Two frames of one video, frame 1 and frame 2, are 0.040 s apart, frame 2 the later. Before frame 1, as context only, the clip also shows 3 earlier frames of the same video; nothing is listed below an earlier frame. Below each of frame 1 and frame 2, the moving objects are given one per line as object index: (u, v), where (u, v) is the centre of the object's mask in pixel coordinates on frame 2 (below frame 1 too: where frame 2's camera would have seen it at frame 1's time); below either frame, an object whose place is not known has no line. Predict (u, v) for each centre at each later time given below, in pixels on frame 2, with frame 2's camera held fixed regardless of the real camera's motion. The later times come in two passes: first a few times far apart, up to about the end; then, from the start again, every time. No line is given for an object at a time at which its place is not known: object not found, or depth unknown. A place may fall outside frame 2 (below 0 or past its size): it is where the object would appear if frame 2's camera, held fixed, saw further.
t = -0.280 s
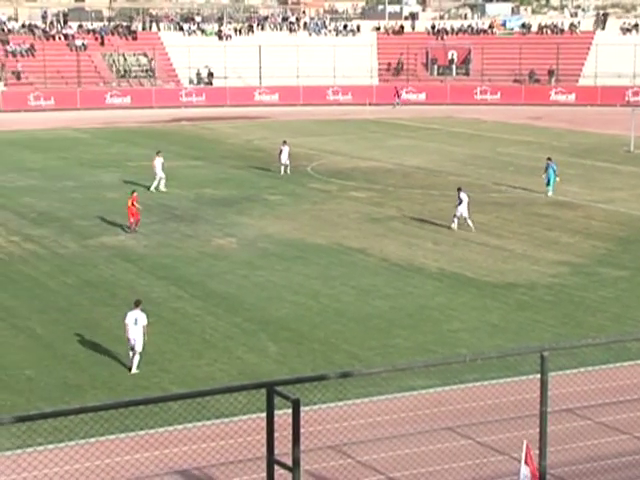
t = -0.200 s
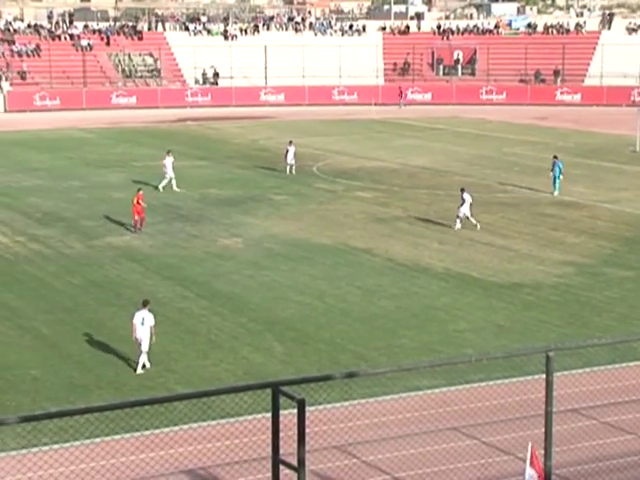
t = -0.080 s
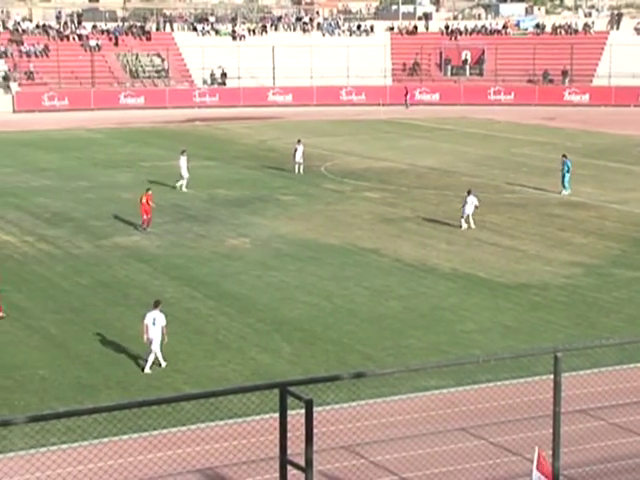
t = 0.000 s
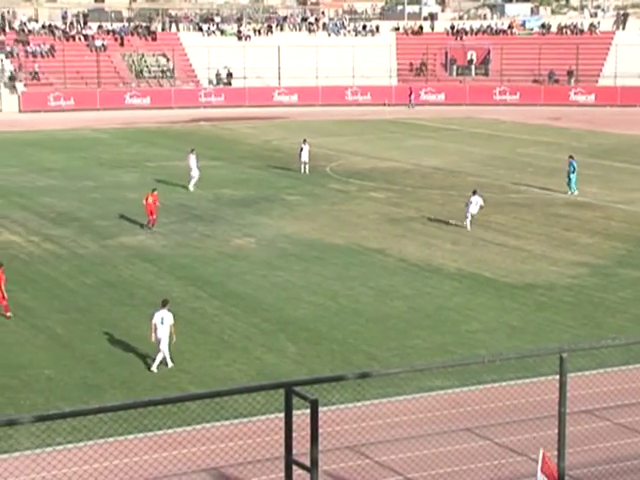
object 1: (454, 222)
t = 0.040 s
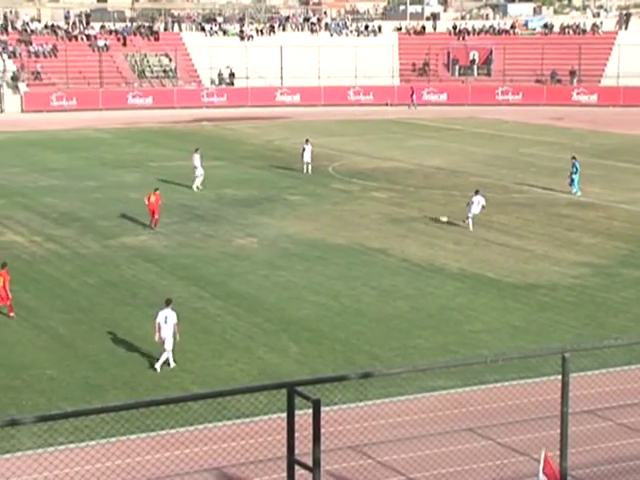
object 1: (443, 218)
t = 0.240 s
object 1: (383, 210)
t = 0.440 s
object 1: (333, 204)
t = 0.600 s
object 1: (300, 200)
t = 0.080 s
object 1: (431, 216)
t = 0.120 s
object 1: (418, 212)
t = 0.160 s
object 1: (407, 211)
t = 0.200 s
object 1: (394, 211)
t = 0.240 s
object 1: (383, 210)
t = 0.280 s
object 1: (371, 210)
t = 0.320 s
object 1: (360, 209)
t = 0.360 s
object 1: (351, 207)
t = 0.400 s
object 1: (342, 205)
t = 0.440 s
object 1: (333, 204)
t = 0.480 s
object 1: (324, 203)
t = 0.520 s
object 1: (315, 202)
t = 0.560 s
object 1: (307, 201)
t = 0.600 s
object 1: (300, 200)
